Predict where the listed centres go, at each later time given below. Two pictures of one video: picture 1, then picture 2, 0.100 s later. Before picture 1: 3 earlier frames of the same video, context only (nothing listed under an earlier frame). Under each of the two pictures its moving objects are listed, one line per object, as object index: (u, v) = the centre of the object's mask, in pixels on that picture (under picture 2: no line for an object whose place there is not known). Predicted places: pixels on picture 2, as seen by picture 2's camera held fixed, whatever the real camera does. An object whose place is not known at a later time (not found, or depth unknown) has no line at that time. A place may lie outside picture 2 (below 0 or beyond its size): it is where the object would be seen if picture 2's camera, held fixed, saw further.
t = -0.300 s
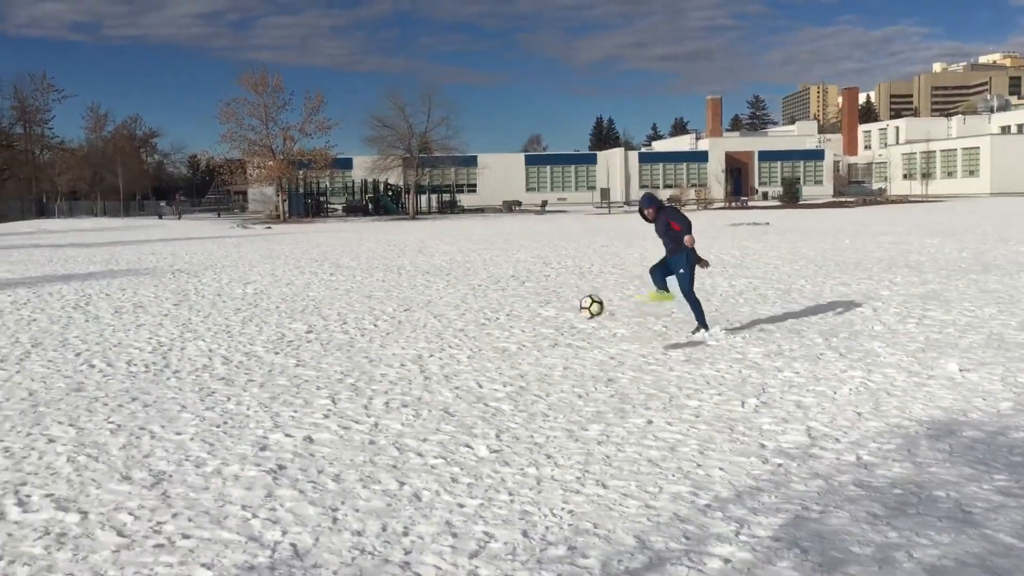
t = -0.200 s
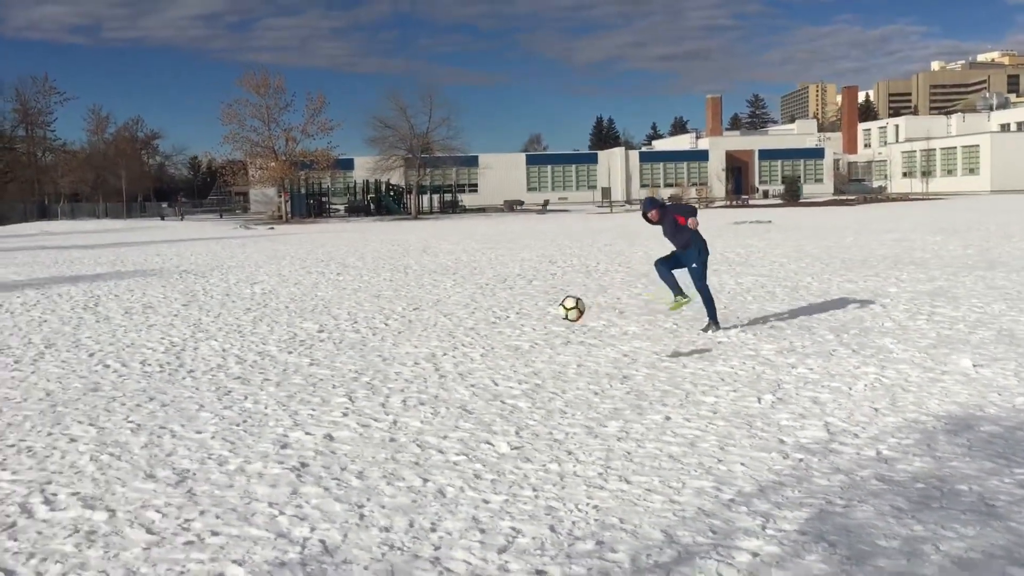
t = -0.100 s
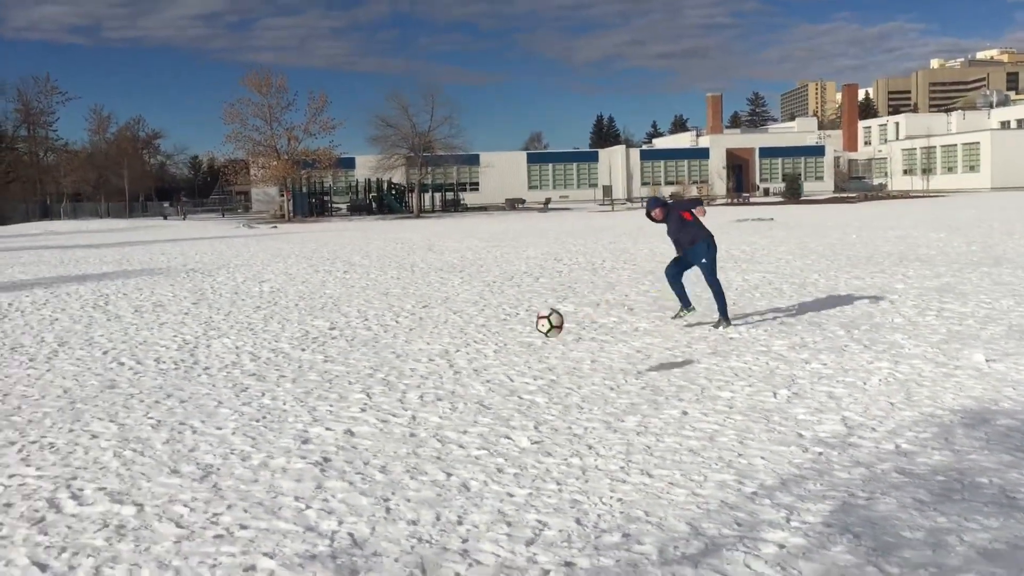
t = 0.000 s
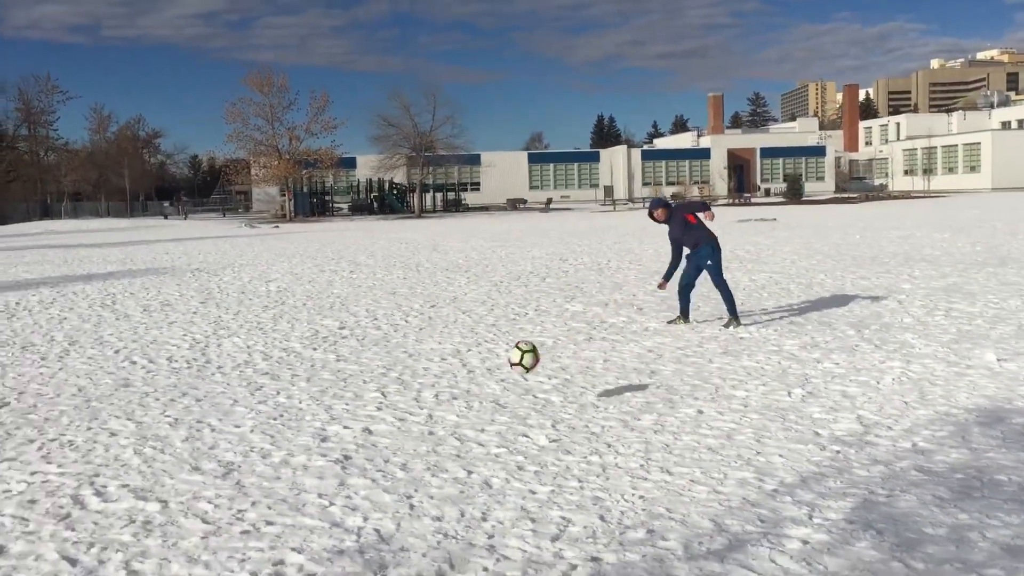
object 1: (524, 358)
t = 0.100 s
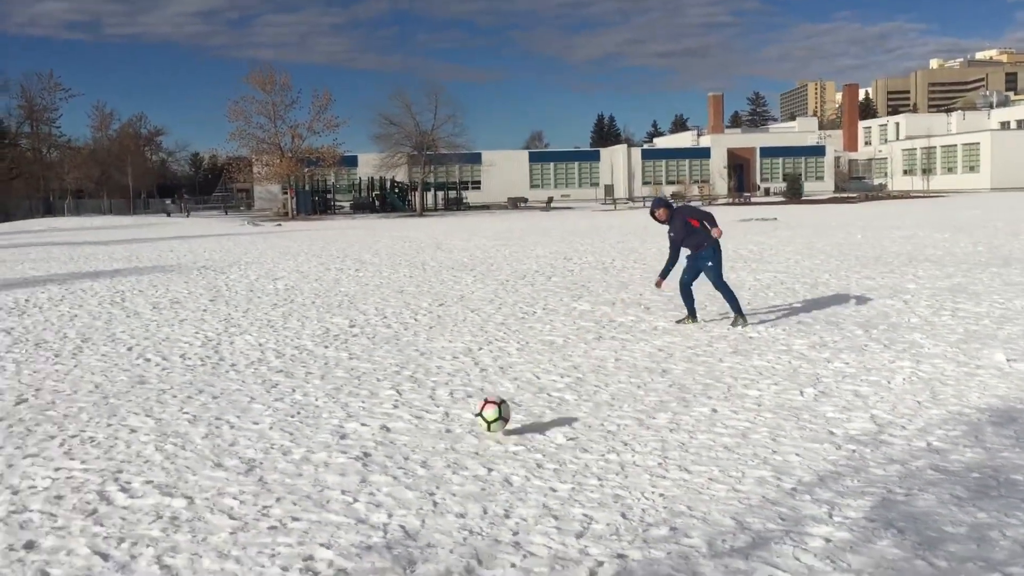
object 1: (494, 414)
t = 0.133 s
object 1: (477, 430)
